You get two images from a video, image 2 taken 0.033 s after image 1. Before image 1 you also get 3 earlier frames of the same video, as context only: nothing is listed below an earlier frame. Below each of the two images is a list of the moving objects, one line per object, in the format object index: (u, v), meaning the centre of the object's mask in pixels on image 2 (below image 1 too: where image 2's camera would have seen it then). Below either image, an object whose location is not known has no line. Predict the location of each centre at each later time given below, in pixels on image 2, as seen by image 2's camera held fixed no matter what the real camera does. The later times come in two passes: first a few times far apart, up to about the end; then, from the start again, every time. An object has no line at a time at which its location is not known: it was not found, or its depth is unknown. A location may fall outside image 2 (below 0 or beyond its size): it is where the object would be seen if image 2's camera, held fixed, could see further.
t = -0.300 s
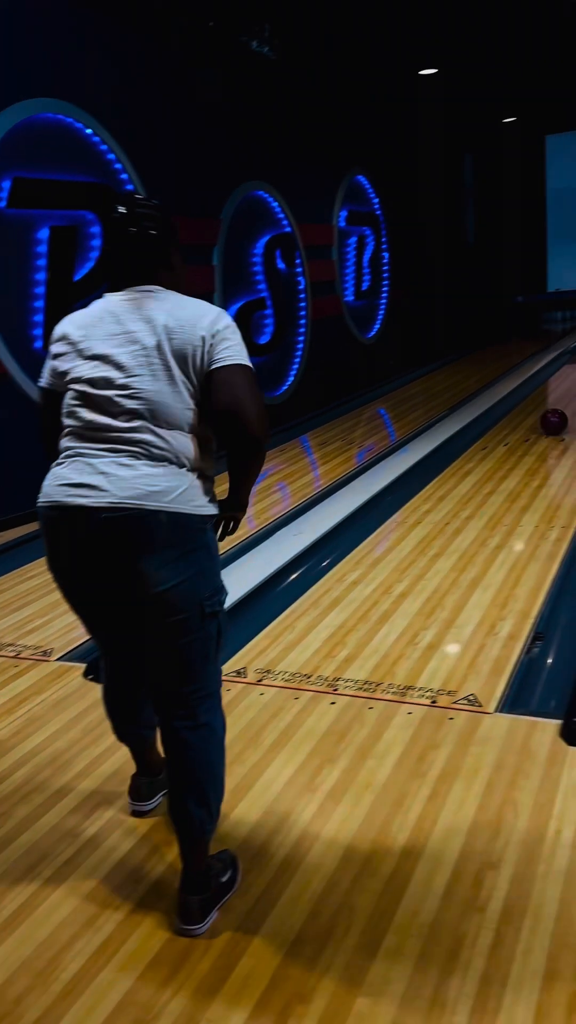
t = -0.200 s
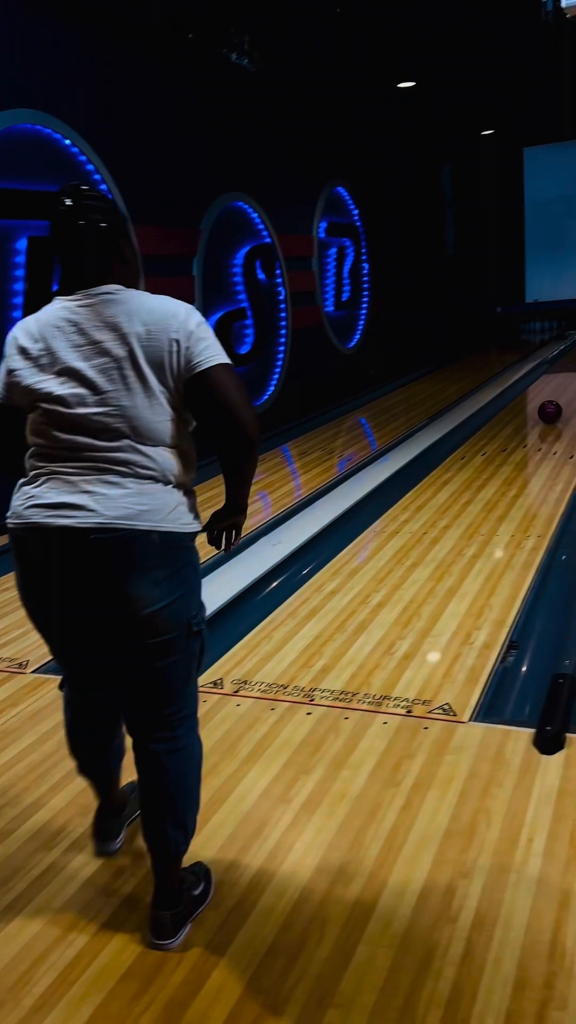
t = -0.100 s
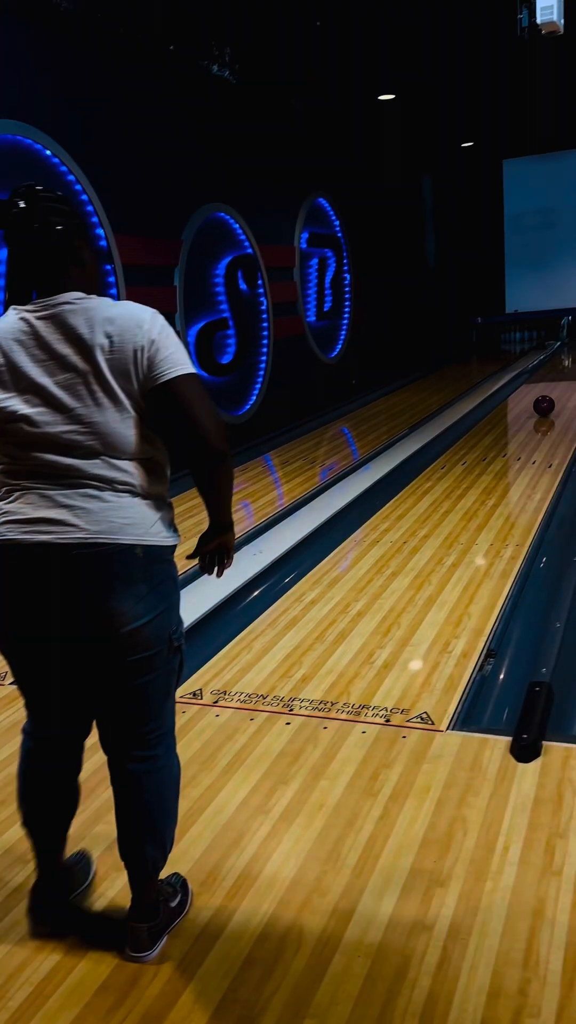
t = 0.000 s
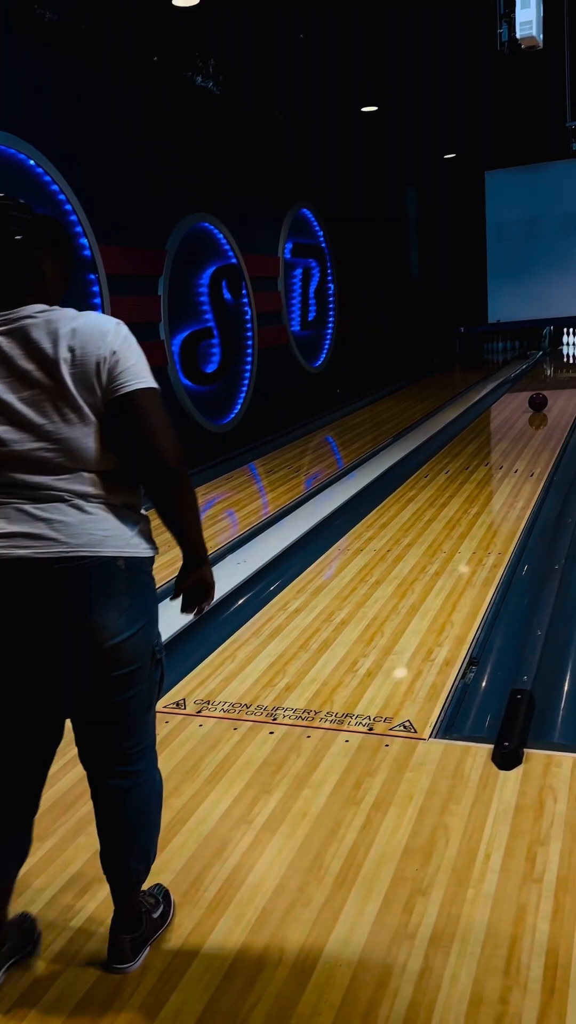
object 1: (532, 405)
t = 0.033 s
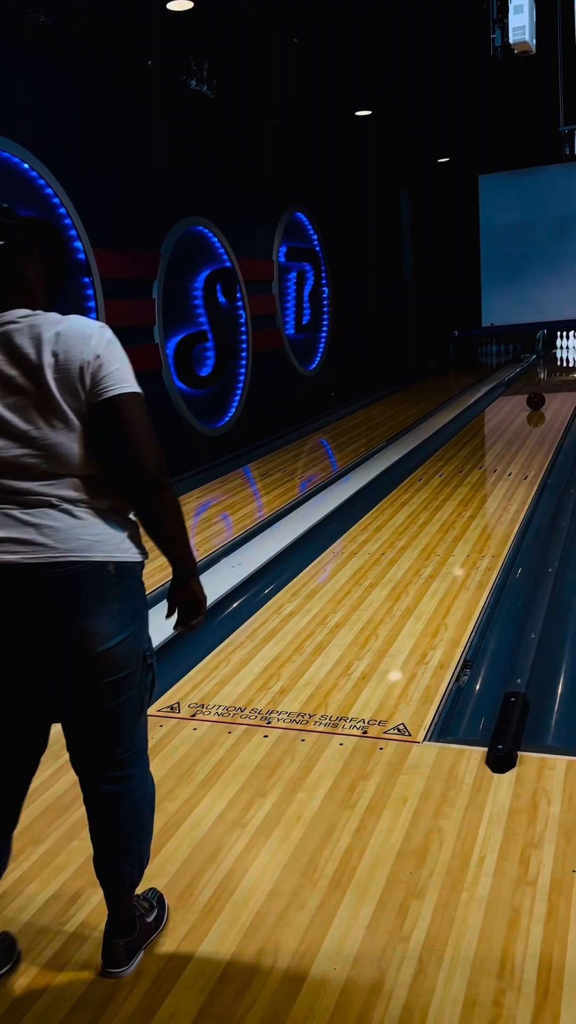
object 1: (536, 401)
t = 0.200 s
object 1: (549, 386)
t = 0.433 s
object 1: (564, 371)
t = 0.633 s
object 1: (574, 360)
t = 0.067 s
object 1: (537, 399)
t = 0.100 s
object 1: (541, 395)
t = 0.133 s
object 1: (545, 392)
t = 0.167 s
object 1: (546, 390)
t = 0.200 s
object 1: (549, 386)
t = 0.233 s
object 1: (552, 383)
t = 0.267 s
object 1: (555, 380)
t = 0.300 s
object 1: (556, 379)
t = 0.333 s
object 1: (559, 376)
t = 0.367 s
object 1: (561, 374)
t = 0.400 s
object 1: (562, 373)
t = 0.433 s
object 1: (564, 371)
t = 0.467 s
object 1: (566, 368)
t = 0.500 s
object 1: (567, 367)
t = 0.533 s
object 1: (569, 366)
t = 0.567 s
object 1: (571, 364)
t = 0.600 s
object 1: (573, 363)
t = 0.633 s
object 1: (574, 360)
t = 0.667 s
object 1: (575, 359)
